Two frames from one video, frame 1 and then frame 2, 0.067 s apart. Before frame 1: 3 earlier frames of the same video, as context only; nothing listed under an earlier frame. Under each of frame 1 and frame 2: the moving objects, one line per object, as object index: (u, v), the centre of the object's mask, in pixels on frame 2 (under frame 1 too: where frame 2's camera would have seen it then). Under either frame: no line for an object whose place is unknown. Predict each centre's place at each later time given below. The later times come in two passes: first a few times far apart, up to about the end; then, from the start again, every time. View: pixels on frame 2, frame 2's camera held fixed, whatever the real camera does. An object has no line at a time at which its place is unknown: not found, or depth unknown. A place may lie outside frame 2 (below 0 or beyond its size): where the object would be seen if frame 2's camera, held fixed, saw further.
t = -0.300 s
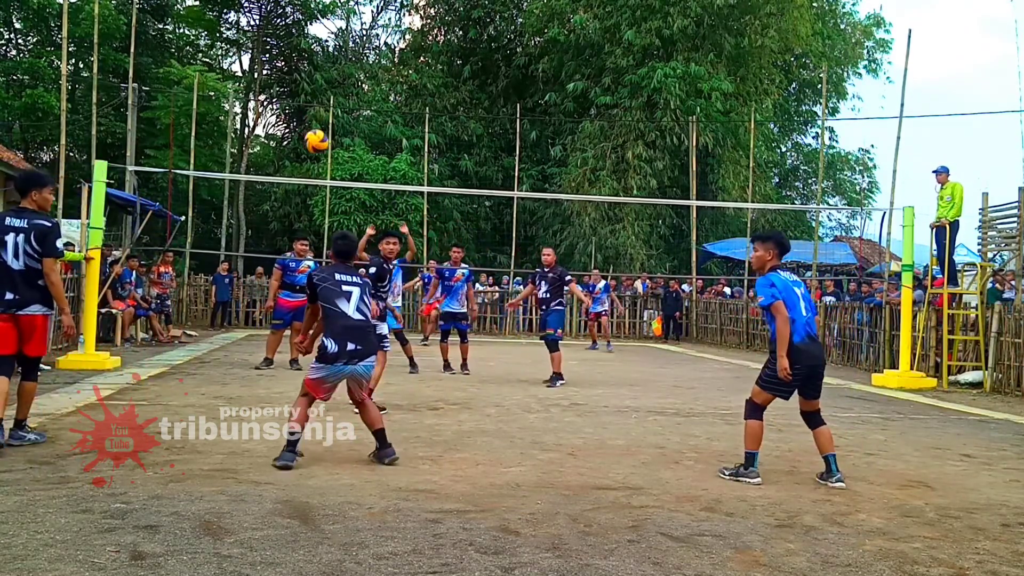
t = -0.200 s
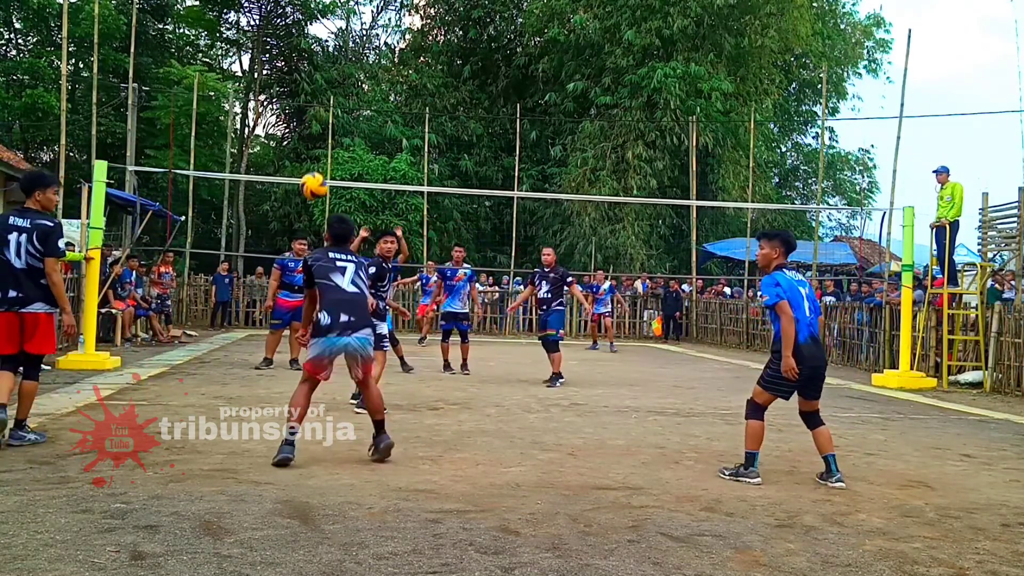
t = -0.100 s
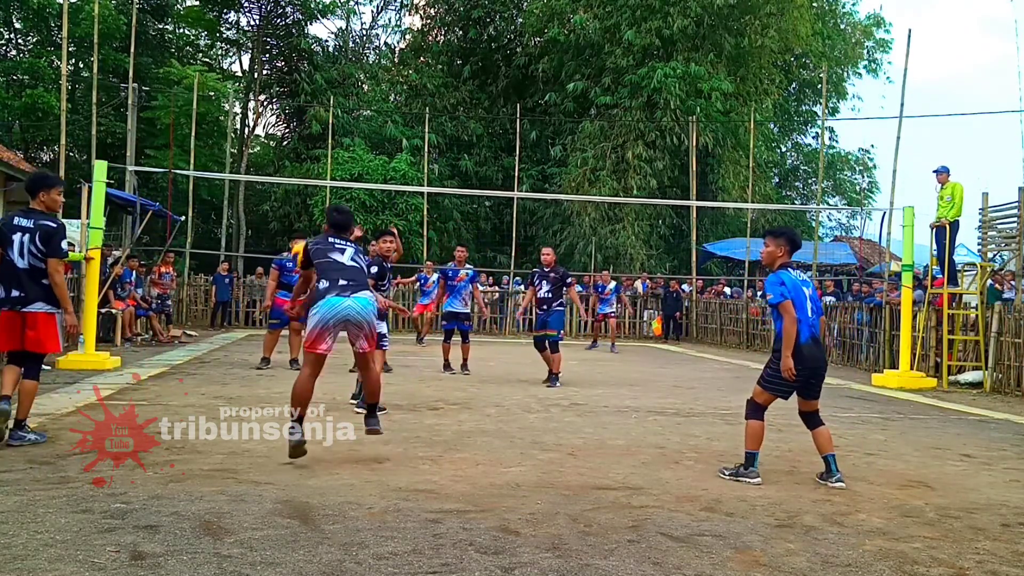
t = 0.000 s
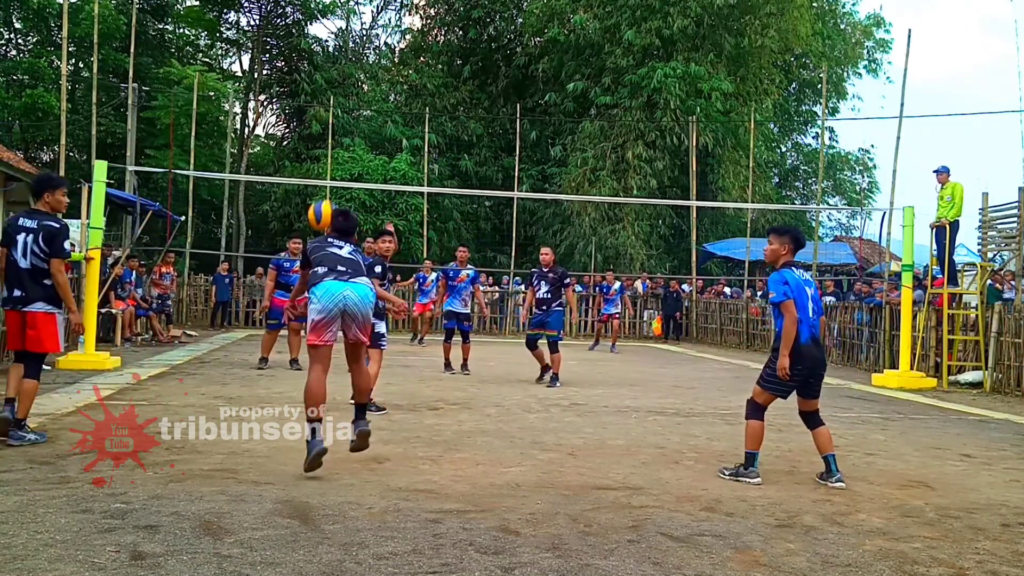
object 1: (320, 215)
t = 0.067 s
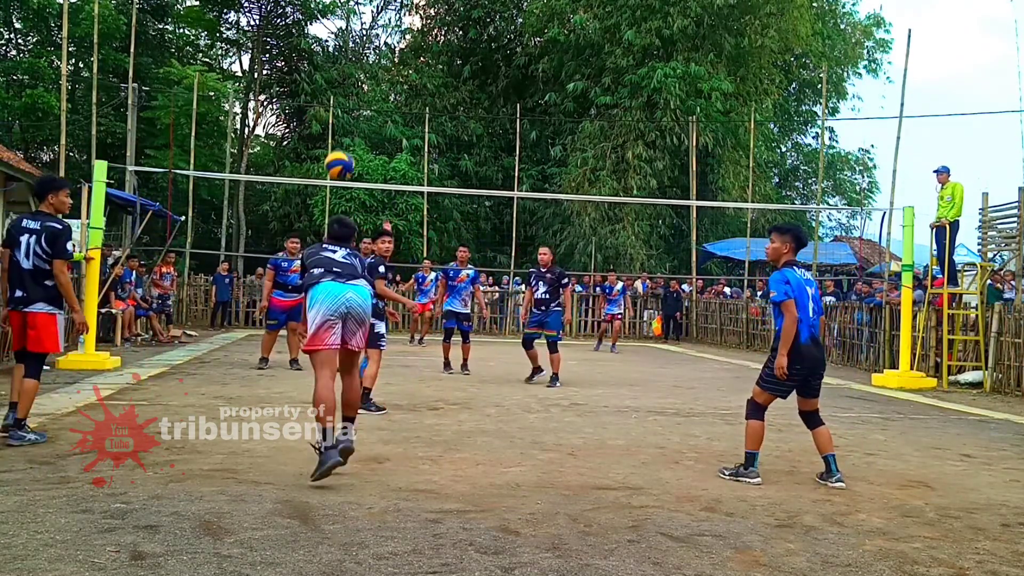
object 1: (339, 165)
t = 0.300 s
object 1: (388, 59)
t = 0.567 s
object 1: (430, 31)
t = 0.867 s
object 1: (464, 85)
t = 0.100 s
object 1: (347, 143)
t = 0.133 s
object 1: (355, 124)
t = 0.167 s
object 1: (362, 107)
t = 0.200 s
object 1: (369, 93)
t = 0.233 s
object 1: (375, 80)
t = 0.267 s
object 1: (382, 68)
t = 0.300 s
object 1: (388, 59)
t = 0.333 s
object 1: (394, 50)
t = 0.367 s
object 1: (399, 43)
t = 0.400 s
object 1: (405, 37)
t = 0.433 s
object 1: (411, 34)
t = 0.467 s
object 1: (415, 31)
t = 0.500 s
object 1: (420, 30)
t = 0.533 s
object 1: (425, 30)
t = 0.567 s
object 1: (430, 31)
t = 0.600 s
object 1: (434, 32)
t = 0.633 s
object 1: (439, 35)
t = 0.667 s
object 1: (443, 40)
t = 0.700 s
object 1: (447, 45)
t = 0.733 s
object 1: (451, 51)
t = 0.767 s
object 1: (454, 59)
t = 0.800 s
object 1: (458, 67)
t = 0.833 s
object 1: (461, 76)
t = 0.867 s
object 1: (464, 85)
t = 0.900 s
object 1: (468, 95)
